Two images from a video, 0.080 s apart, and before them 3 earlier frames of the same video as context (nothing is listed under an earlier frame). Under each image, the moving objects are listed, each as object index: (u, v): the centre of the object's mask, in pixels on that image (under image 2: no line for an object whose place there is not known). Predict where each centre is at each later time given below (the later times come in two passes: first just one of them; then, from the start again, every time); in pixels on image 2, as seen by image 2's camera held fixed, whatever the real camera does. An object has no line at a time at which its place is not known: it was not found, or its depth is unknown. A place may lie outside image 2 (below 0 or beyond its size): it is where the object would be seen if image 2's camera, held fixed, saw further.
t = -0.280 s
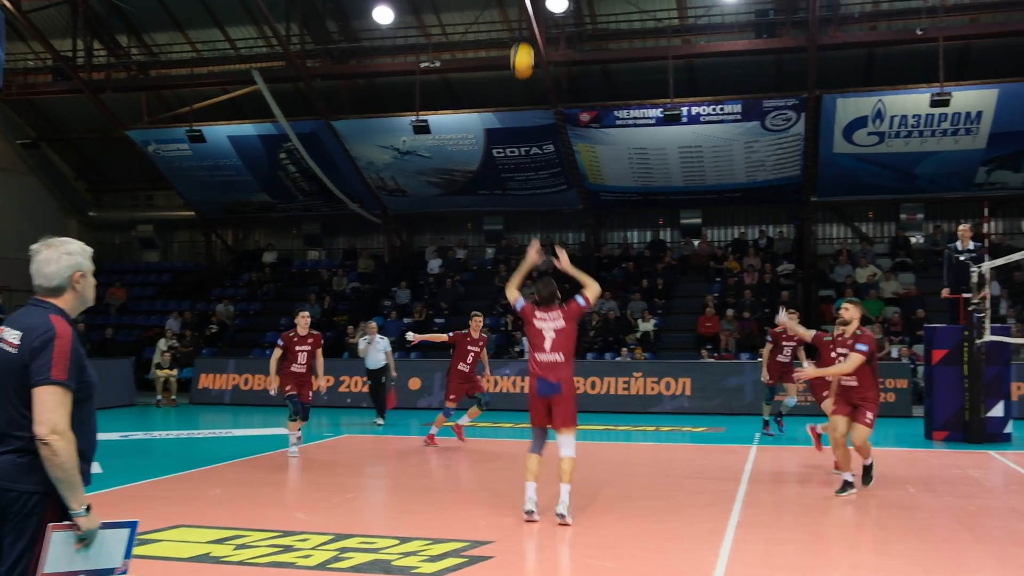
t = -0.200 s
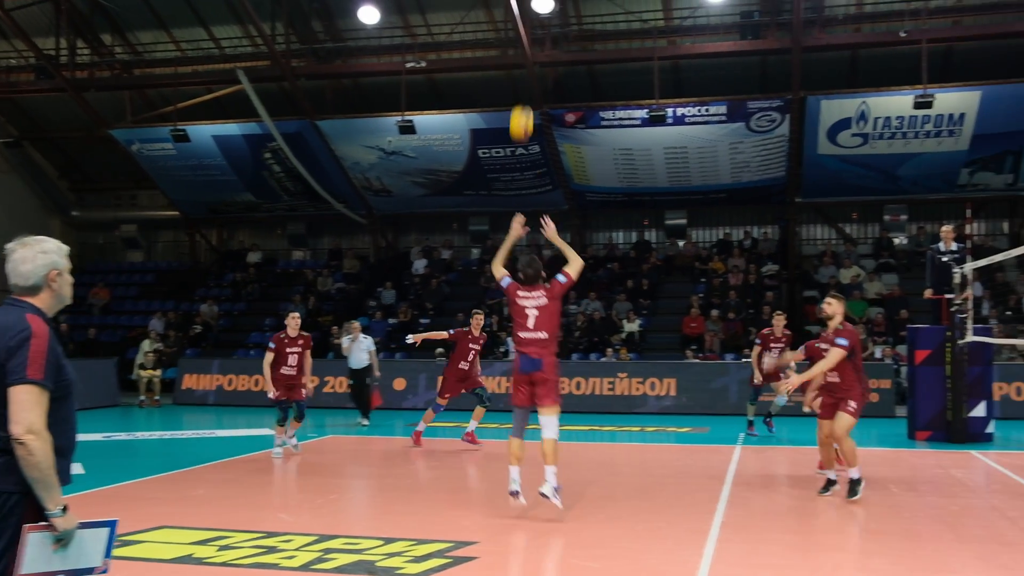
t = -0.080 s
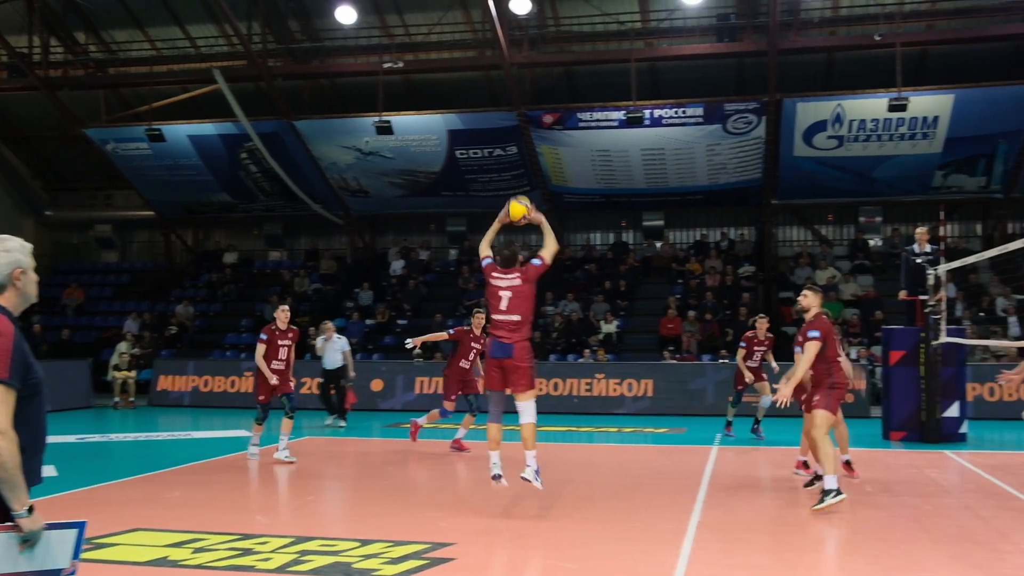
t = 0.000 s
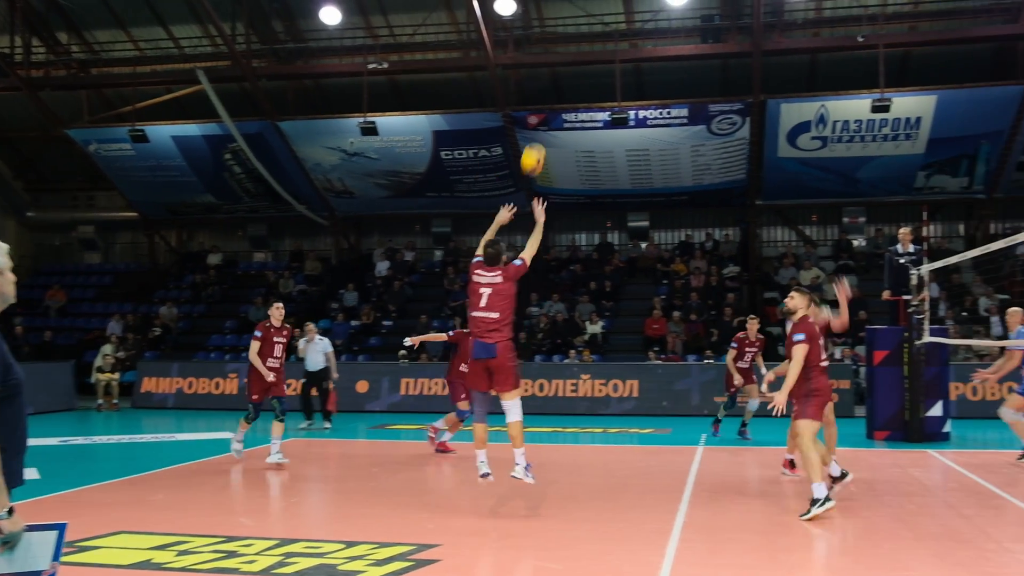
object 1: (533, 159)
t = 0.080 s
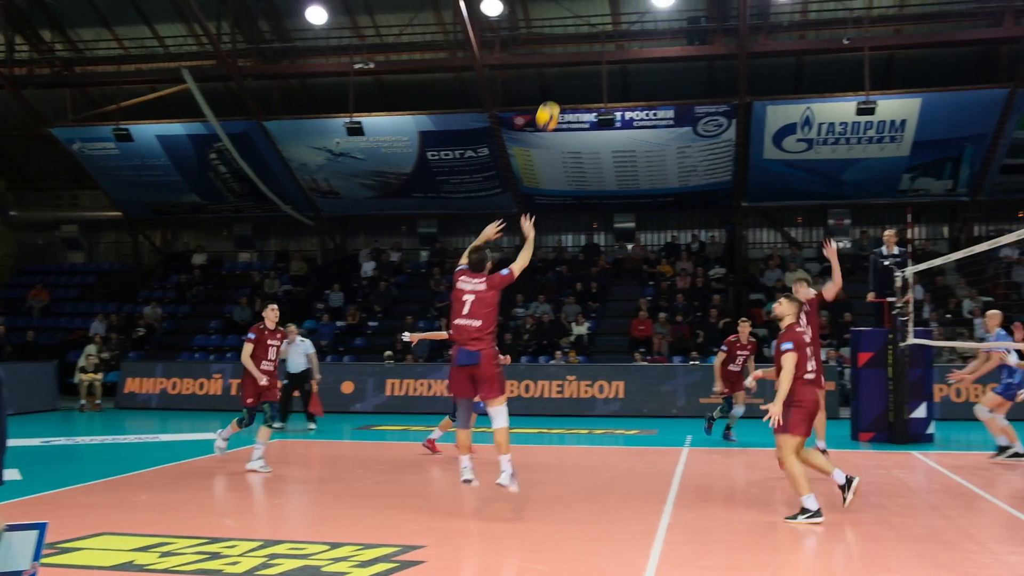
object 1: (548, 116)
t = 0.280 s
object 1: (611, 47)
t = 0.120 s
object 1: (561, 98)
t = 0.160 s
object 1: (575, 82)
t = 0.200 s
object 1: (587, 69)
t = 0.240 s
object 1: (599, 57)
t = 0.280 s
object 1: (611, 47)
